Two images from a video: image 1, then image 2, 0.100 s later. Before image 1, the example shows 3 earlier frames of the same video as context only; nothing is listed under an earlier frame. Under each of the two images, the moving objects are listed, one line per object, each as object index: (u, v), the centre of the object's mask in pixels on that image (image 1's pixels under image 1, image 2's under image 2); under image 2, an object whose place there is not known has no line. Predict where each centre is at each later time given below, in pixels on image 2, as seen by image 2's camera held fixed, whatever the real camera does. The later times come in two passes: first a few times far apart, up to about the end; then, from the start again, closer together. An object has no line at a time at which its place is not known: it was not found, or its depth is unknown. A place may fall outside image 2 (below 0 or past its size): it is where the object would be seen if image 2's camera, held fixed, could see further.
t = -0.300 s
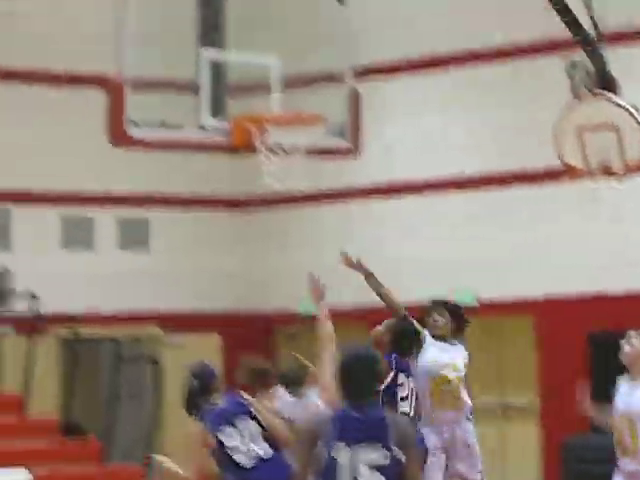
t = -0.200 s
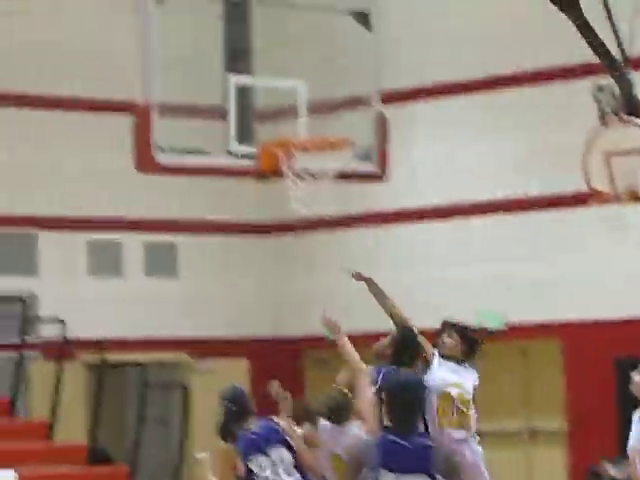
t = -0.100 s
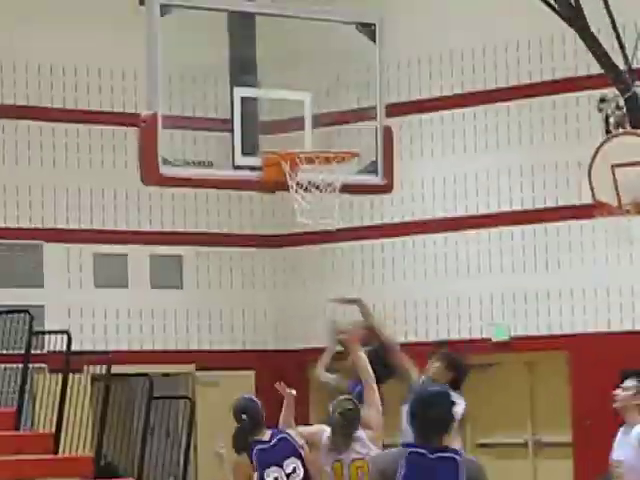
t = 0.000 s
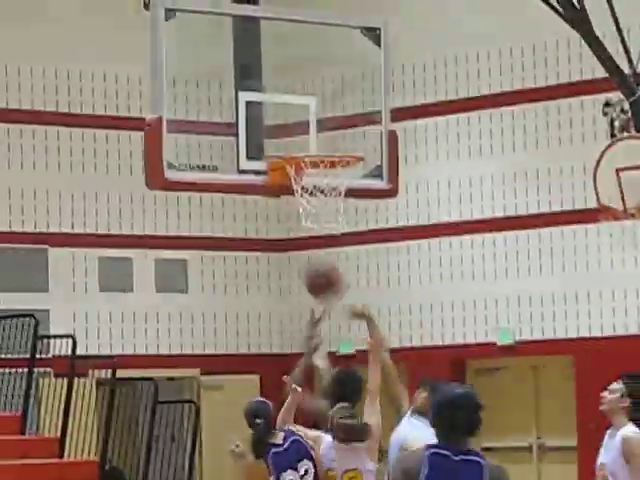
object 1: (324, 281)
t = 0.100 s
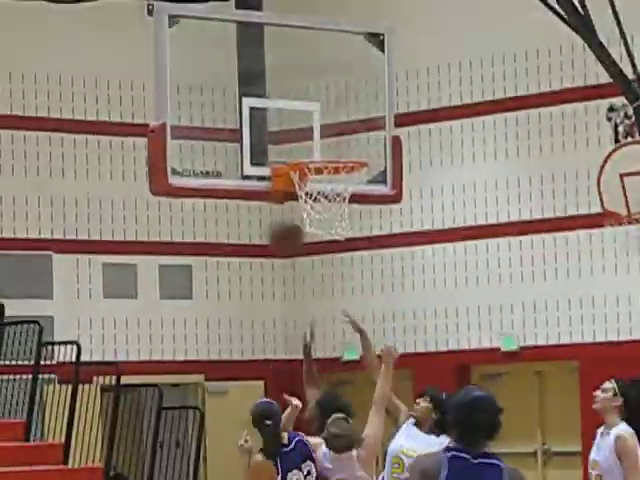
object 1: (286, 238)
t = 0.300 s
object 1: (209, 201)
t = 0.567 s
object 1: (116, 220)
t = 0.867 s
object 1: (24, 373)
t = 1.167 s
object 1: (-63, 641)
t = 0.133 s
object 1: (272, 225)
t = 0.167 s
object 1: (259, 217)
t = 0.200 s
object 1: (245, 210)
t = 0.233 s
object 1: (234, 207)
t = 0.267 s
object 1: (220, 203)
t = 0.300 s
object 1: (209, 201)
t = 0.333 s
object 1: (196, 200)
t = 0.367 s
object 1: (184, 200)
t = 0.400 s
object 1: (172, 201)
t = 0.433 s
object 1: (160, 200)
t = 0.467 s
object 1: (146, 199)
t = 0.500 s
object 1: (139, 202)
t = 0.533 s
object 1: (127, 210)
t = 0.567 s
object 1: (116, 220)
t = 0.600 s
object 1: (106, 229)
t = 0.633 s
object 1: (95, 244)
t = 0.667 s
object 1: (84, 258)
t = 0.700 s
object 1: (74, 274)
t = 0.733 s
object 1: (64, 291)
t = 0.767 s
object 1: (55, 308)
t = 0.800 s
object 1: (45, 328)
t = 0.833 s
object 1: (33, 349)
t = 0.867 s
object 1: (24, 373)
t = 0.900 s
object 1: (13, 401)
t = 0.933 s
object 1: (6, 427)
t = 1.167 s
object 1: (-63, 641)
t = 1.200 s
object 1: (-67, 634)
